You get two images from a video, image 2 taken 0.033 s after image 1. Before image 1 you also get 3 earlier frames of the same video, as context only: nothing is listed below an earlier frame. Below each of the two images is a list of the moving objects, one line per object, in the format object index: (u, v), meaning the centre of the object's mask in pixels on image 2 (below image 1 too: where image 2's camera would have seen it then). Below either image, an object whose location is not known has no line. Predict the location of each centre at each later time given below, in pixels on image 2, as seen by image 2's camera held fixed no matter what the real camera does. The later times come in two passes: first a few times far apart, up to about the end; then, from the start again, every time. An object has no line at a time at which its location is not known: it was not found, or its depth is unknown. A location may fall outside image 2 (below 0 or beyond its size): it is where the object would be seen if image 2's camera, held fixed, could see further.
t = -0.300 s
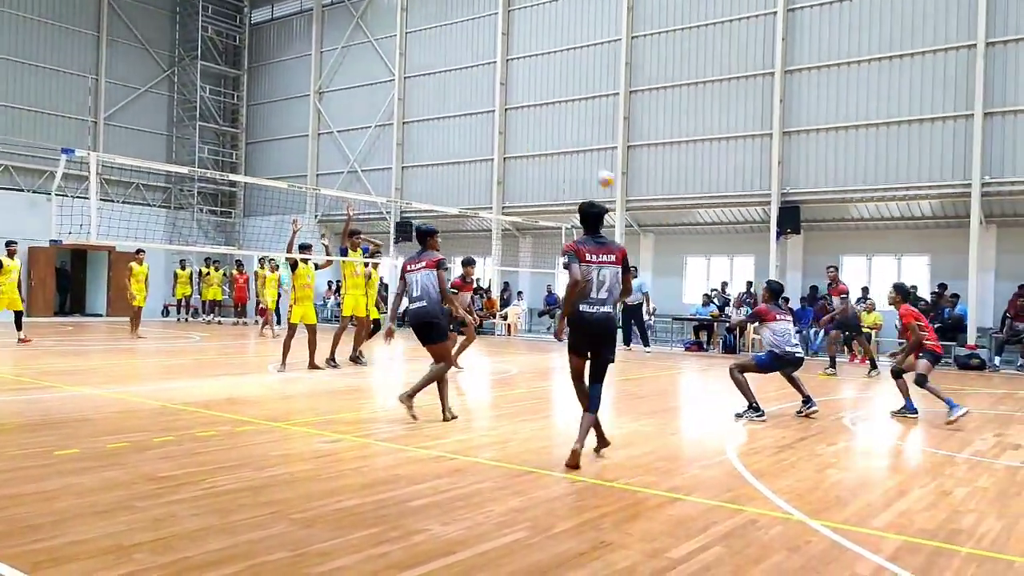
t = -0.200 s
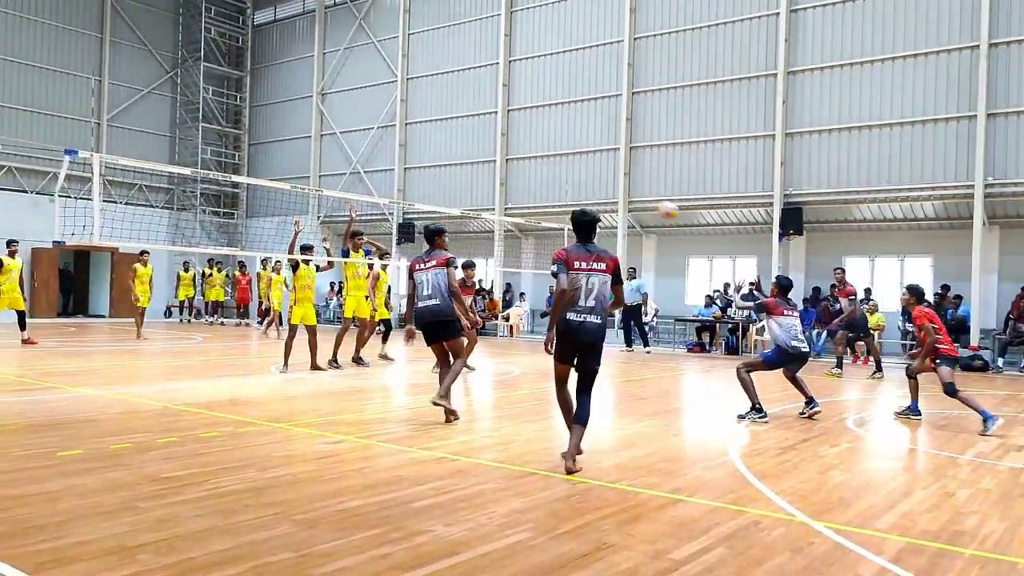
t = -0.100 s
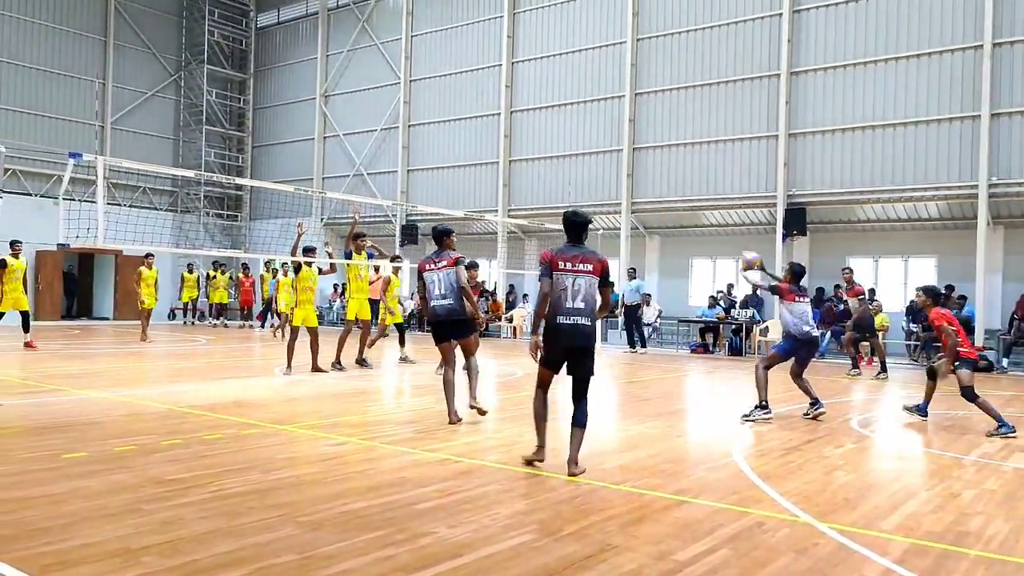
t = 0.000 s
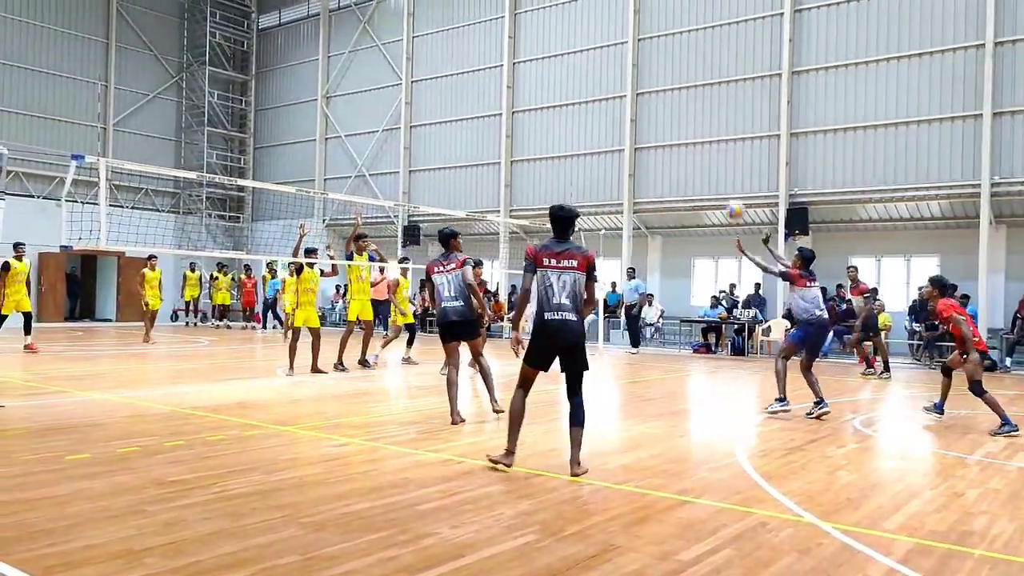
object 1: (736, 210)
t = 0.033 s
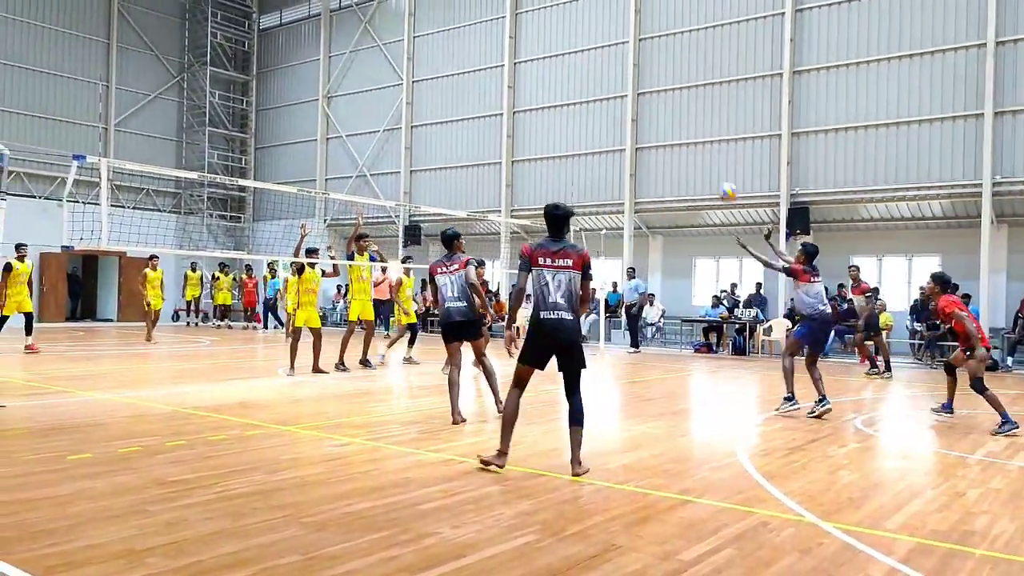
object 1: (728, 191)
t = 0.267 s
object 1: (676, 108)
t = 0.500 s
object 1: (632, 76)
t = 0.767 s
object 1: (587, 90)
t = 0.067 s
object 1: (720, 177)
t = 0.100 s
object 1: (712, 162)
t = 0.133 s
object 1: (704, 150)
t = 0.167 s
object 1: (697, 137)
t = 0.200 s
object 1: (690, 127)
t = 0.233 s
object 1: (683, 117)
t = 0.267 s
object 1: (676, 108)
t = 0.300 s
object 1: (669, 100)
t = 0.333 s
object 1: (663, 94)
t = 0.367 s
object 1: (657, 88)
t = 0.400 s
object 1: (650, 84)
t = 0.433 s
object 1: (644, 80)
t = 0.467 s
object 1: (638, 77)
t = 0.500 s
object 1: (632, 76)
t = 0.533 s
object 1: (626, 75)
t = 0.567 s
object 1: (620, 74)
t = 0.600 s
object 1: (614, 75)
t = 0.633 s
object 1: (609, 77)
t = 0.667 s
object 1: (603, 78)
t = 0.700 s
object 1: (595, 83)
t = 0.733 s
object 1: (590, 88)
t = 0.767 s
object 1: (587, 90)
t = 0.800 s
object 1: (582, 95)
